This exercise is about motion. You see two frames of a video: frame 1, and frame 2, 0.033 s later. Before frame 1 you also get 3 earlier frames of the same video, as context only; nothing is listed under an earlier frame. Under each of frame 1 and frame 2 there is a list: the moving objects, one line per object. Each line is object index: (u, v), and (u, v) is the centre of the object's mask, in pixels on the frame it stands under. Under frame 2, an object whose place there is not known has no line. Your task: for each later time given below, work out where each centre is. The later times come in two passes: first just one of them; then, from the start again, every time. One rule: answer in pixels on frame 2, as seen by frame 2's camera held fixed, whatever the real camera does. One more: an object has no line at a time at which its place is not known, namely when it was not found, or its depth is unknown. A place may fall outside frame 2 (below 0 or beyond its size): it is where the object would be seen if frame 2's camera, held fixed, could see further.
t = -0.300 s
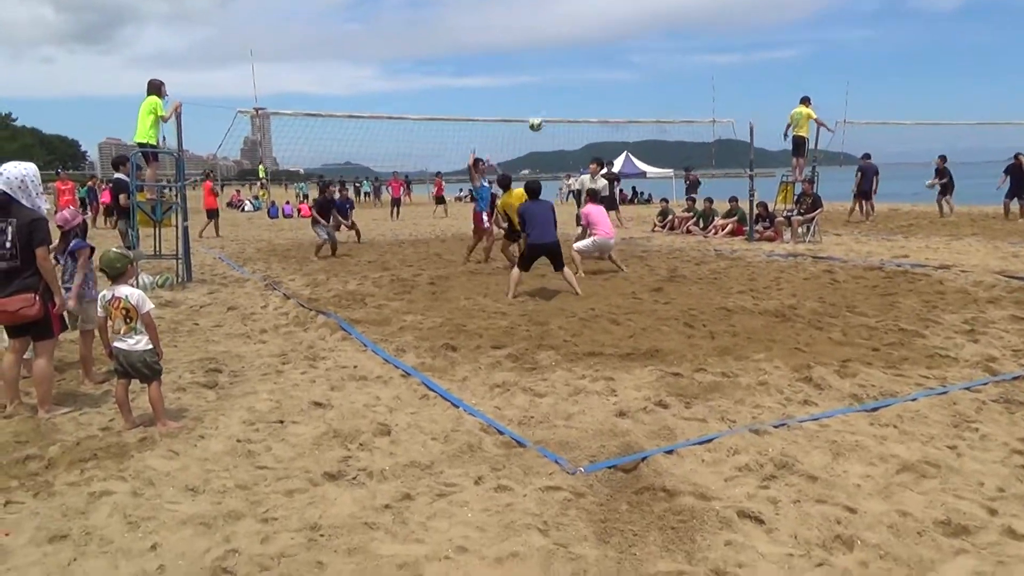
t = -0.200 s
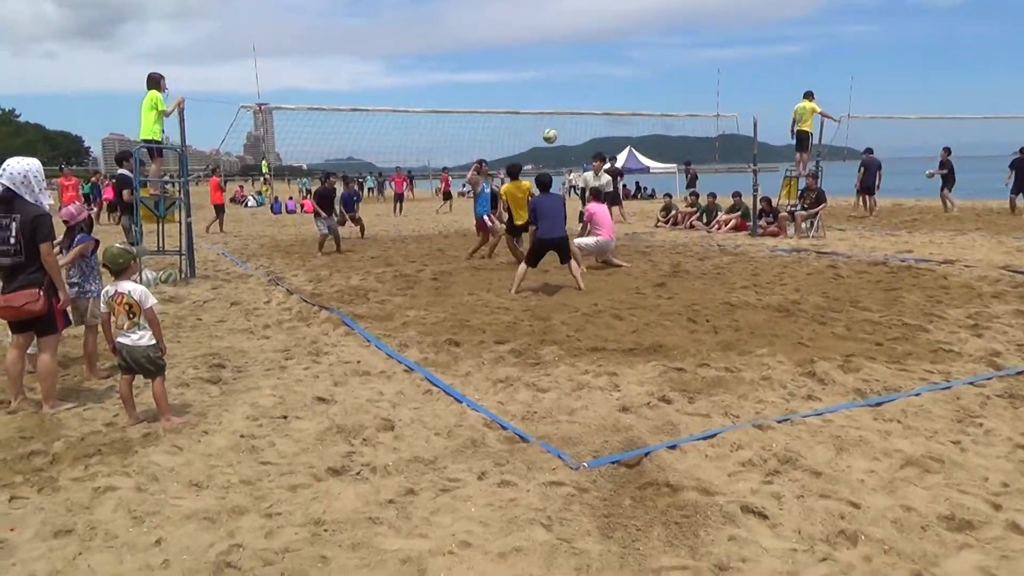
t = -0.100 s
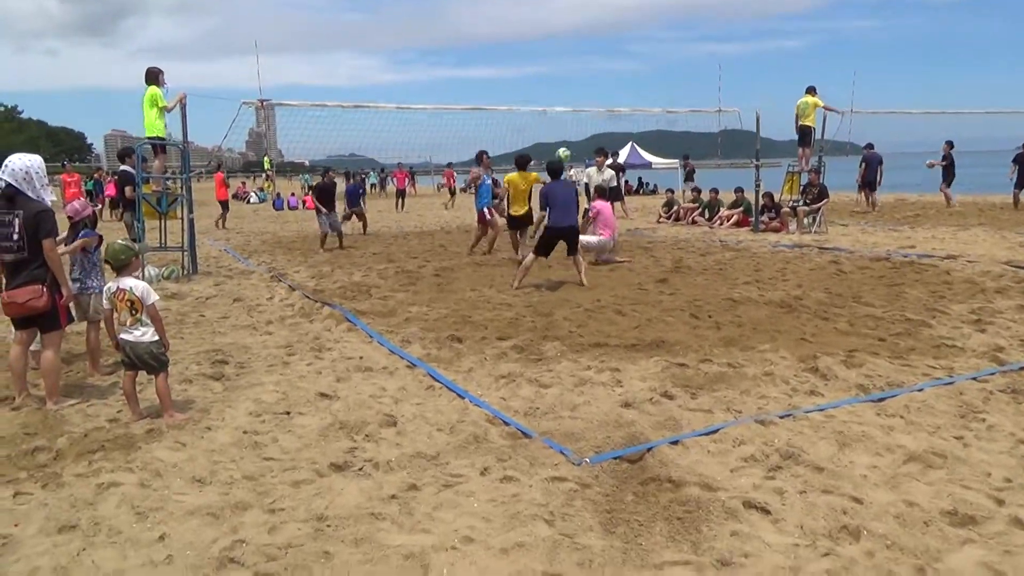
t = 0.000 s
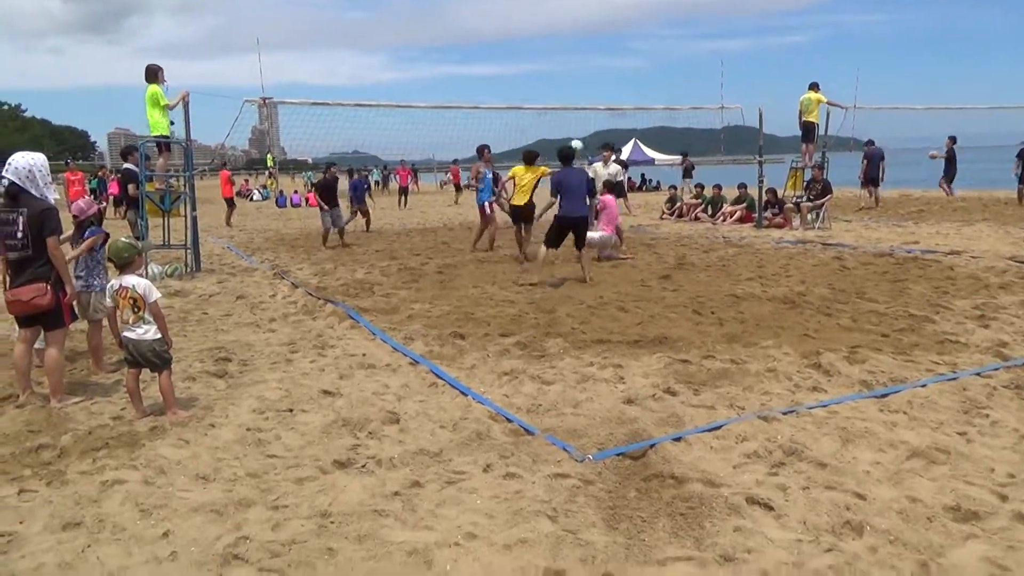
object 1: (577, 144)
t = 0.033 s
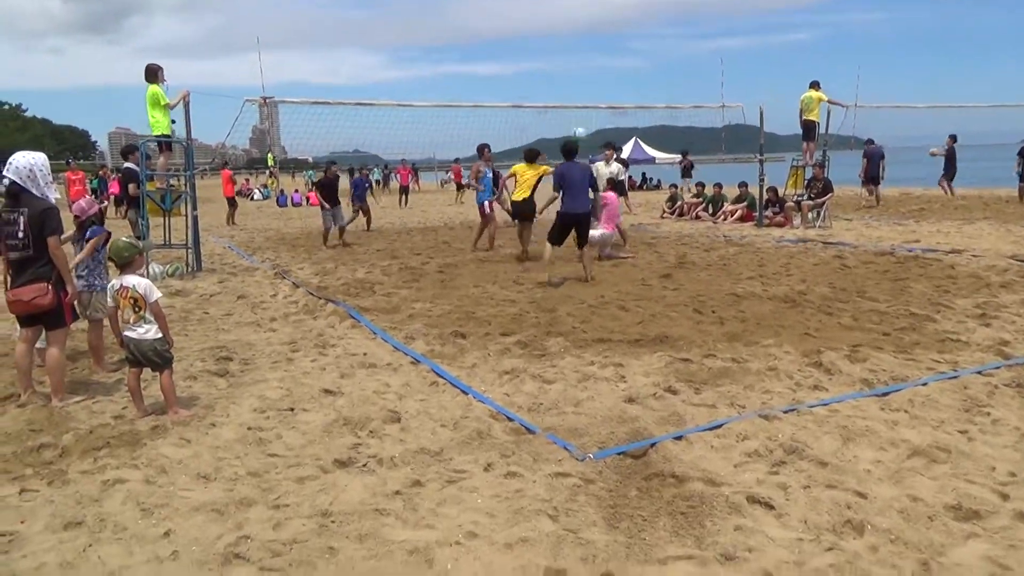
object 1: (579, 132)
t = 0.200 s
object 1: (594, 88)
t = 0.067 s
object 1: (582, 124)
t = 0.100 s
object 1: (585, 114)
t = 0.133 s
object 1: (588, 104)
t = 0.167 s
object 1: (591, 95)
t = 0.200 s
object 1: (594, 88)
